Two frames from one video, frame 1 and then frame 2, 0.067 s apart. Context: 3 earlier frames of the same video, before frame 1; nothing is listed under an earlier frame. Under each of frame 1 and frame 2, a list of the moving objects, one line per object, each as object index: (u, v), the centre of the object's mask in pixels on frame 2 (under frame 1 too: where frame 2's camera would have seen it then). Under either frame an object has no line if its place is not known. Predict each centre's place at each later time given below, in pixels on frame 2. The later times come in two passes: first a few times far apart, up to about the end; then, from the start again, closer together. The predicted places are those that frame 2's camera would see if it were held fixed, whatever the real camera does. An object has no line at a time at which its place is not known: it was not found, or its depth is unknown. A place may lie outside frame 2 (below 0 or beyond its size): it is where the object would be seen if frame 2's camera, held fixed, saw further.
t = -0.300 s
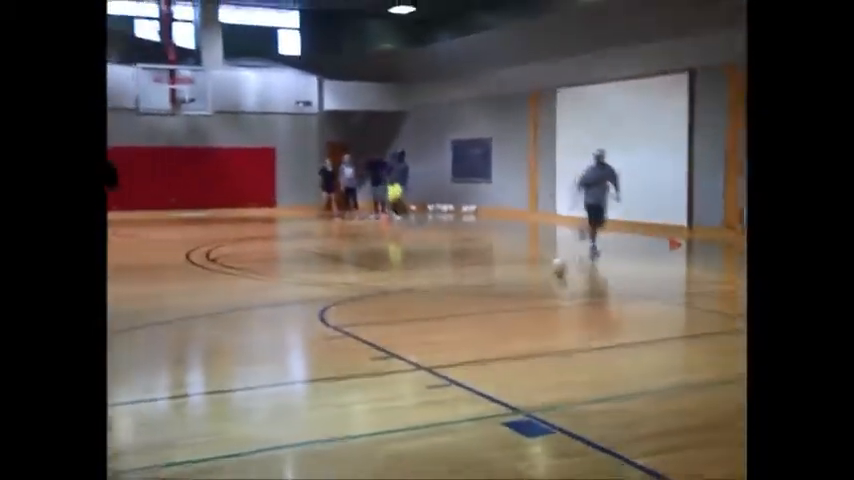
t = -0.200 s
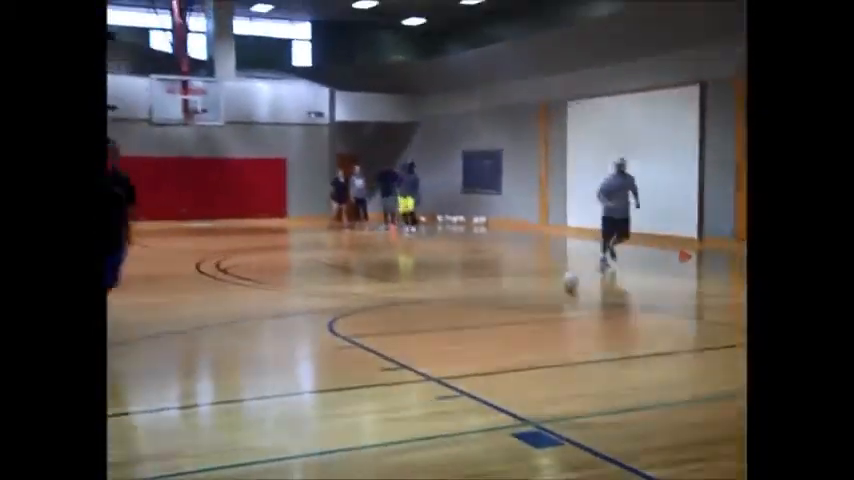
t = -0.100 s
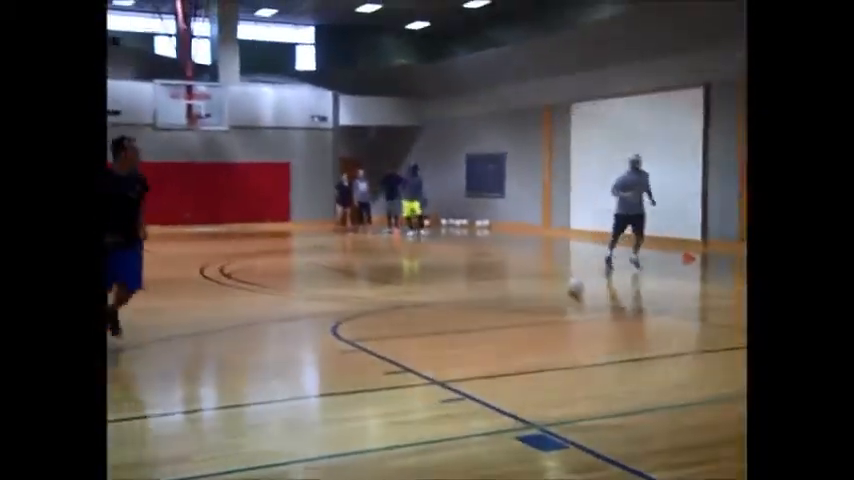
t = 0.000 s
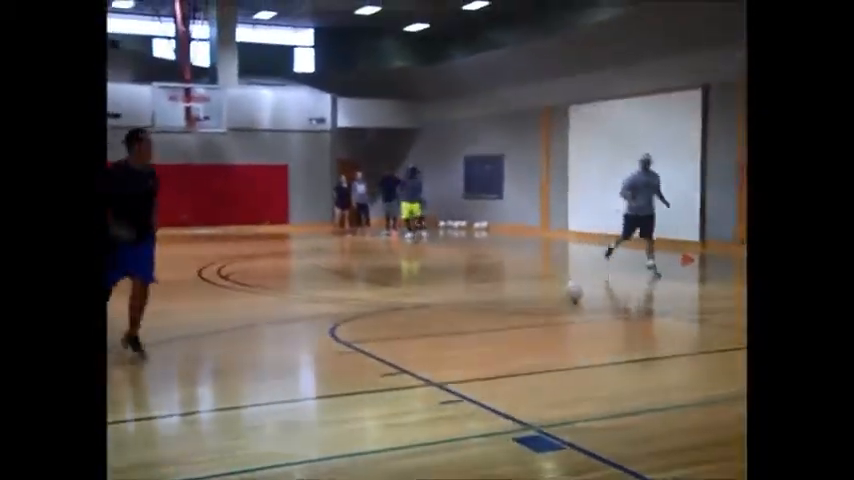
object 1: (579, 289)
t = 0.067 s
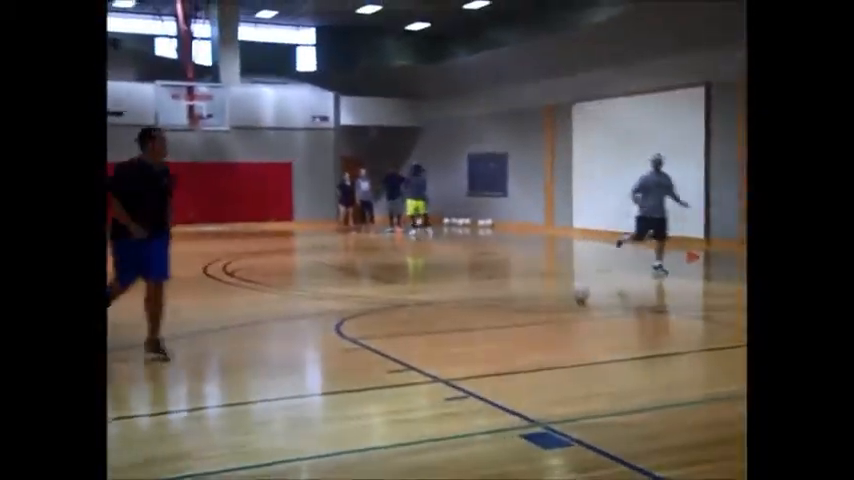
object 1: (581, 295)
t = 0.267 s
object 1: (584, 303)
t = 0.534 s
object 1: (588, 312)
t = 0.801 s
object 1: (596, 326)
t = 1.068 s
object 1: (604, 341)
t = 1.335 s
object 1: (612, 359)
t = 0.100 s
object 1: (582, 296)
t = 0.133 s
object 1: (582, 297)
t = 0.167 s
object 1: (582, 297)
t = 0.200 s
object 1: (582, 301)
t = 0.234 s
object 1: (582, 301)
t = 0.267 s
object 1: (584, 303)
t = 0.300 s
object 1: (584, 303)
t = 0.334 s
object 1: (583, 303)
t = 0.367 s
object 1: (584, 304)
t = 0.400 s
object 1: (585, 307)
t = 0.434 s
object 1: (587, 307)
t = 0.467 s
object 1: (587, 307)
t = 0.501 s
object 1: (588, 310)
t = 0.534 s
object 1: (588, 312)
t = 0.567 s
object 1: (589, 312)
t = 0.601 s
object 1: (590, 314)
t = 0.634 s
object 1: (591, 316)
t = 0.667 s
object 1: (592, 318)
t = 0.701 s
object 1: (592, 319)
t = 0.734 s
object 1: (595, 322)
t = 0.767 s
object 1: (595, 323)
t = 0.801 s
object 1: (596, 326)
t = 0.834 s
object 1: (597, 327)
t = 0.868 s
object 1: (598, 329)
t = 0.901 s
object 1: (599, 331)
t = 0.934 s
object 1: (600, 333)
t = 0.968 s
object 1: (601, 335)
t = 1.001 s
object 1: (602, 336)
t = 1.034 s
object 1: (603, 339)
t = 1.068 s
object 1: (604, 341)
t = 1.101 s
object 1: (605, 343)
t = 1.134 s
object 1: (606, 344)
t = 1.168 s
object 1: (606, 348)
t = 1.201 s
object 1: (608, 349)
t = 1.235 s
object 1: (608, 351)
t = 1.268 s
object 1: (609, 354)
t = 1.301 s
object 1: (611, 357)
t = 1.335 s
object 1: (612, 359)
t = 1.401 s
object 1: (614, 364)
